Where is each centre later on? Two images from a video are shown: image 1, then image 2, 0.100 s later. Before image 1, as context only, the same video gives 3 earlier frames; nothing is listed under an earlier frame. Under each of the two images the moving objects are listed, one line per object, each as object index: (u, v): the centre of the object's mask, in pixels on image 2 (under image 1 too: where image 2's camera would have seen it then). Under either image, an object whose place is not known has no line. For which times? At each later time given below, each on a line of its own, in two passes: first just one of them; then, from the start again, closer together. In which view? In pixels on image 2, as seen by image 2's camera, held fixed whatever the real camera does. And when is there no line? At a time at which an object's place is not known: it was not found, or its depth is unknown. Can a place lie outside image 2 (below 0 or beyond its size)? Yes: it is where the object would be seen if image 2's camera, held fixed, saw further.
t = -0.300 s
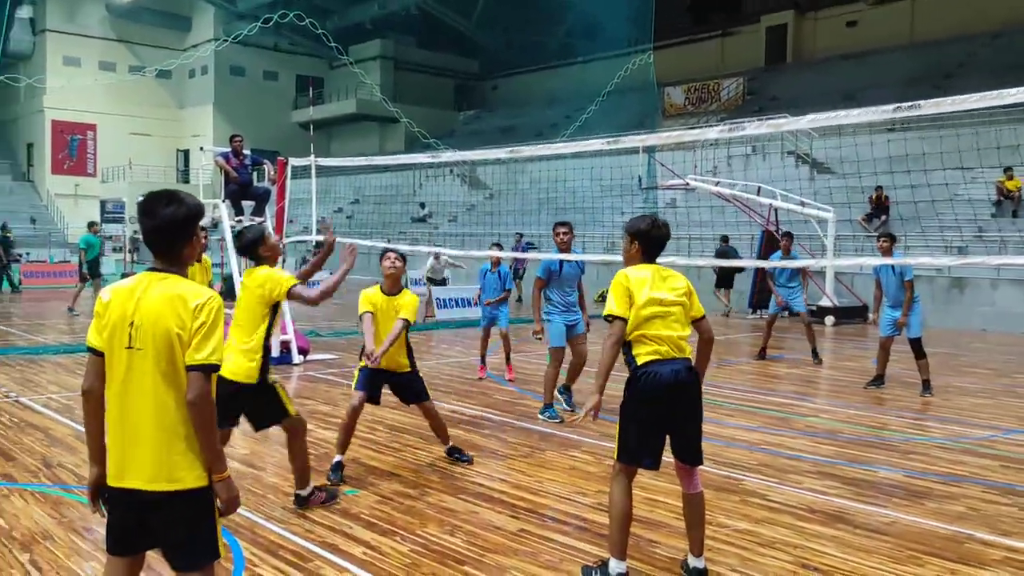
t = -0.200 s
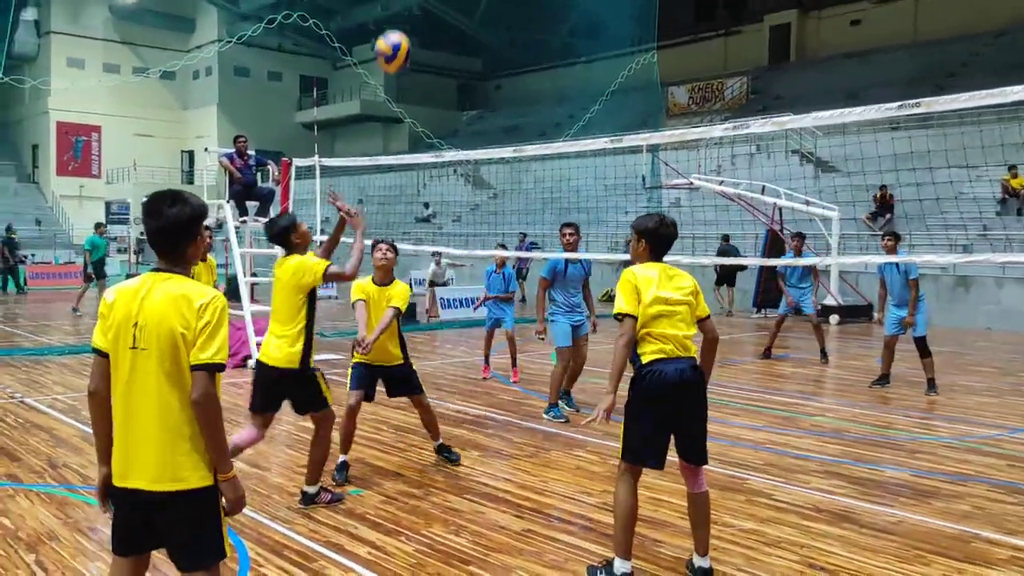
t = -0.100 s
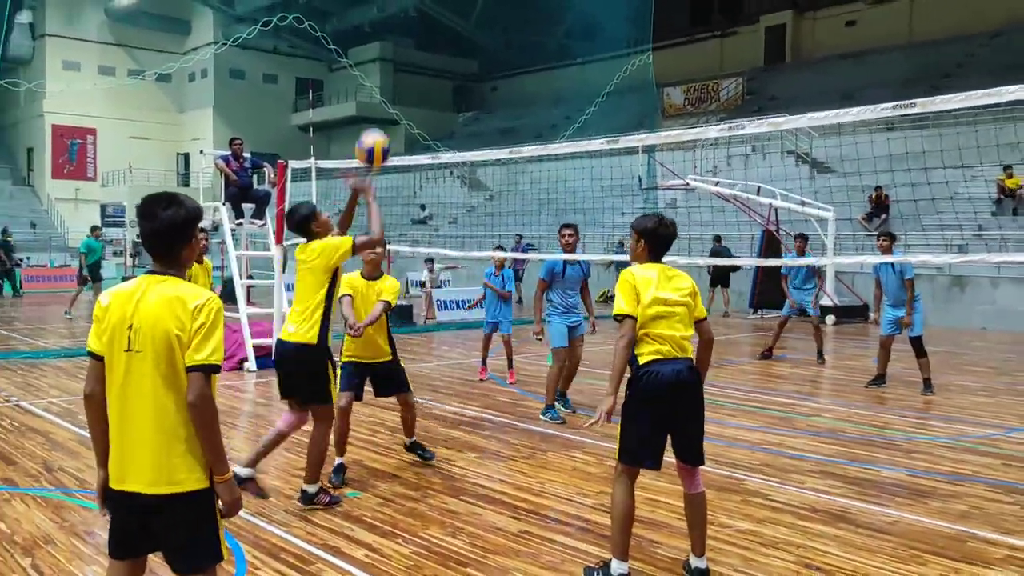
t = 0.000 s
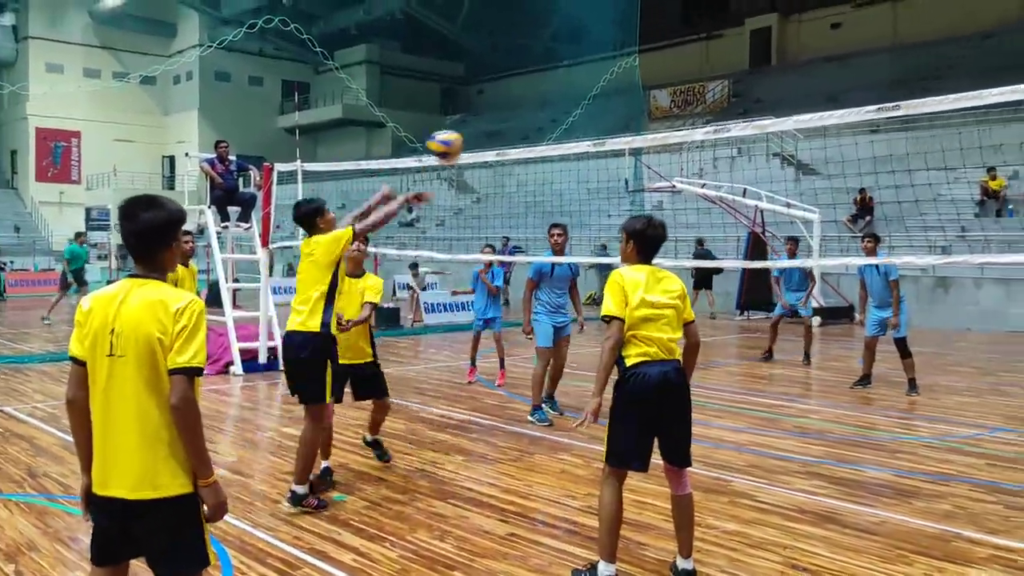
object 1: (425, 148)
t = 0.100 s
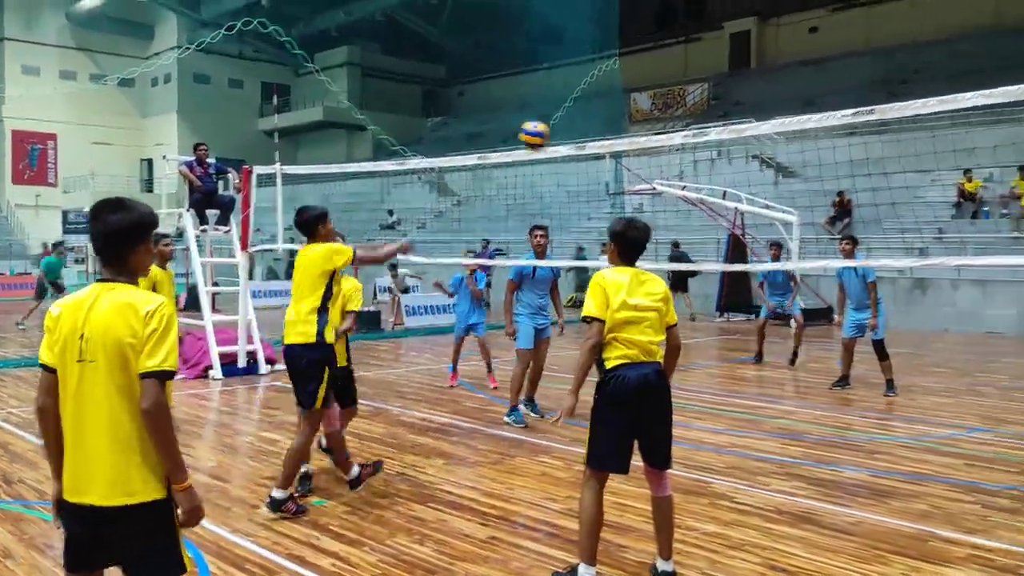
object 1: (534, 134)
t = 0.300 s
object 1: (654, 133)
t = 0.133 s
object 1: (565, 134)
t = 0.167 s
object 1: (593, 136)
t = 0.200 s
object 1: (608, 135)
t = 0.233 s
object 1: (625, 134)
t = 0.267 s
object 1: (639, 133)
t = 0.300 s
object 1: (654, 133)
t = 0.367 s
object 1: (675, 149)
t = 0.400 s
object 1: (688, 151)
